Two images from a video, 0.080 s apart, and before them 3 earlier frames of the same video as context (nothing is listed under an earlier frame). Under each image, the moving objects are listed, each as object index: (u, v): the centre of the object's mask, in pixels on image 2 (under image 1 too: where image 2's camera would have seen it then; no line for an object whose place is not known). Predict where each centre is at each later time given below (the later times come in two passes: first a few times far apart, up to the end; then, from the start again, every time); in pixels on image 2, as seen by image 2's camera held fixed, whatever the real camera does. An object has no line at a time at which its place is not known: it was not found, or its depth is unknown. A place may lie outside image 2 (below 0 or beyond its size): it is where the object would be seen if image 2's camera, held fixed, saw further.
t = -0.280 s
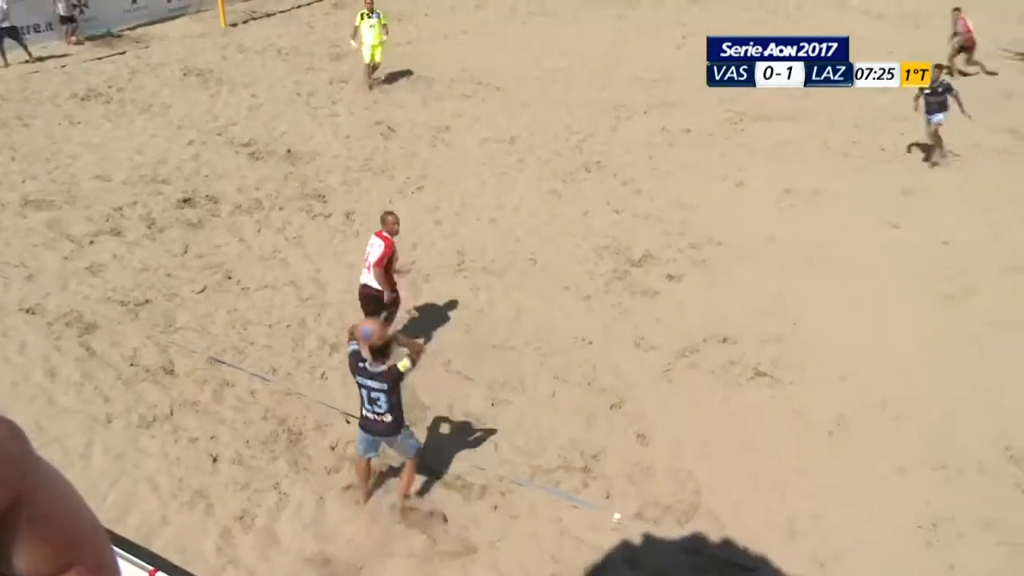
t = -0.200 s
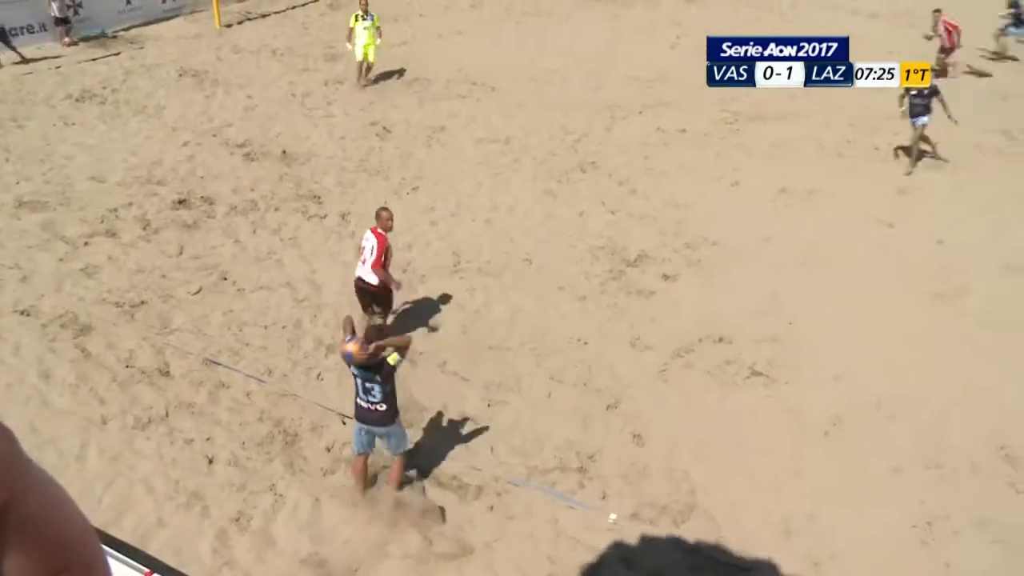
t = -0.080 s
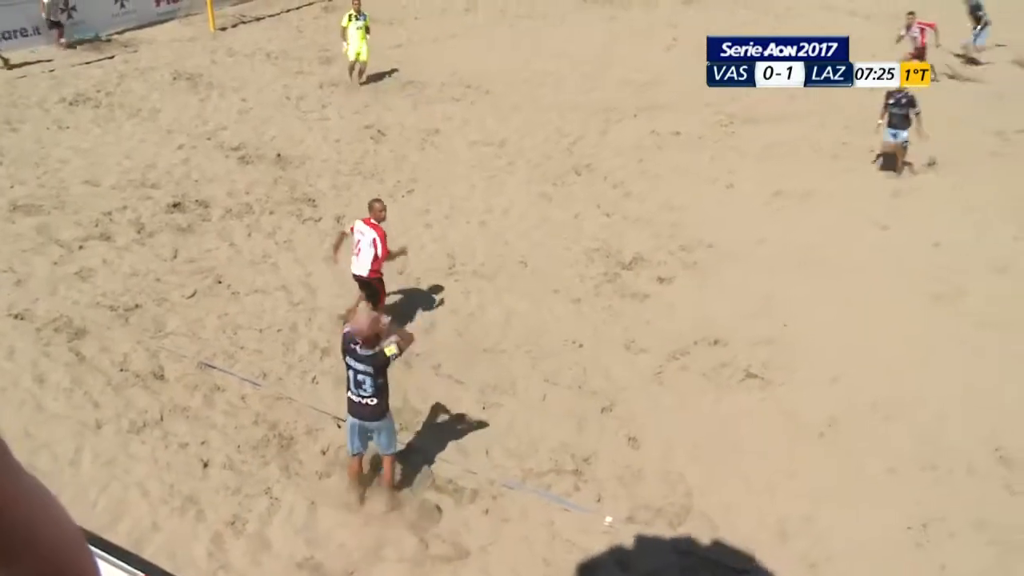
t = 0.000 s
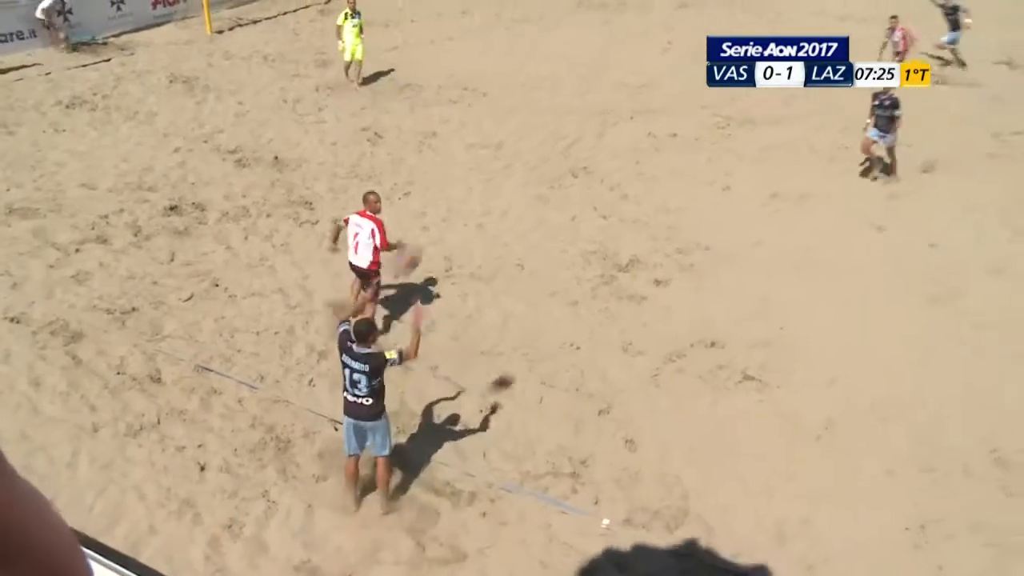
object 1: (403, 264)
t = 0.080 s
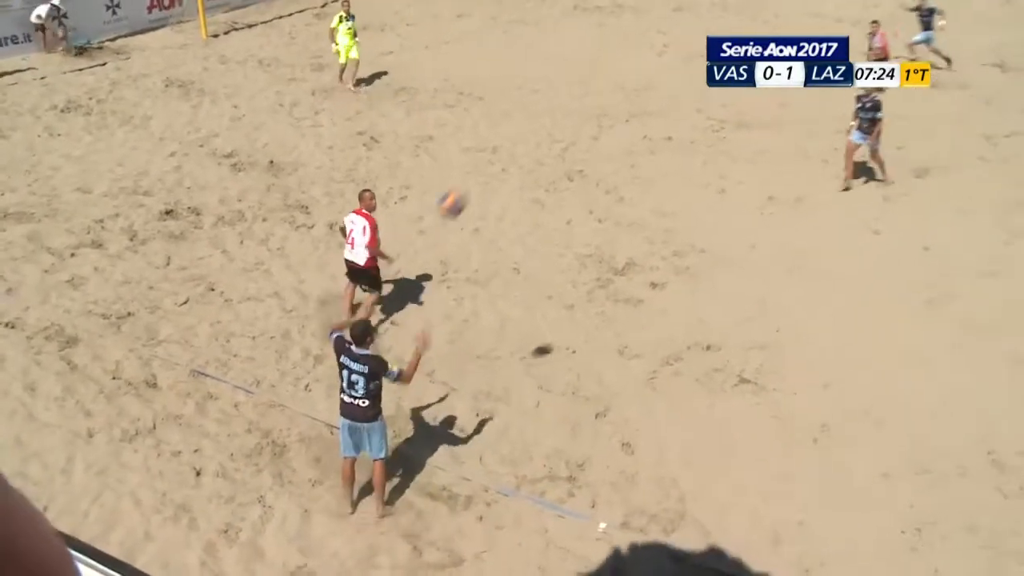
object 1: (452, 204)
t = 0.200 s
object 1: (519, 139)
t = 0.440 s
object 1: (622, 70)
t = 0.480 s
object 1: (635, 66)
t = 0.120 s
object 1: (475, 180)
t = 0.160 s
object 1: (496, 158)
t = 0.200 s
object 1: (519, 139)
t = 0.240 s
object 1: (538, 122)
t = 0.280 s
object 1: (556, 107)
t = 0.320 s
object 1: (574, 95)
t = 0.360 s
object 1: (591, 85)
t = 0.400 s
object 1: (606, 78)
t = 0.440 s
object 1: (622, 70)
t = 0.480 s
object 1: (635, 66)
